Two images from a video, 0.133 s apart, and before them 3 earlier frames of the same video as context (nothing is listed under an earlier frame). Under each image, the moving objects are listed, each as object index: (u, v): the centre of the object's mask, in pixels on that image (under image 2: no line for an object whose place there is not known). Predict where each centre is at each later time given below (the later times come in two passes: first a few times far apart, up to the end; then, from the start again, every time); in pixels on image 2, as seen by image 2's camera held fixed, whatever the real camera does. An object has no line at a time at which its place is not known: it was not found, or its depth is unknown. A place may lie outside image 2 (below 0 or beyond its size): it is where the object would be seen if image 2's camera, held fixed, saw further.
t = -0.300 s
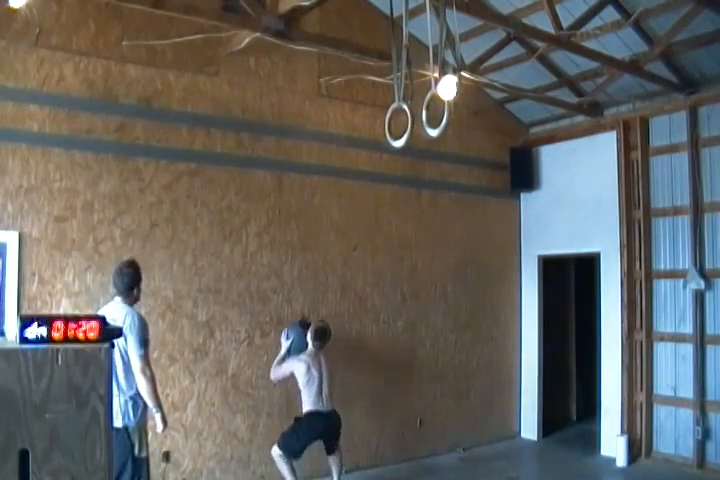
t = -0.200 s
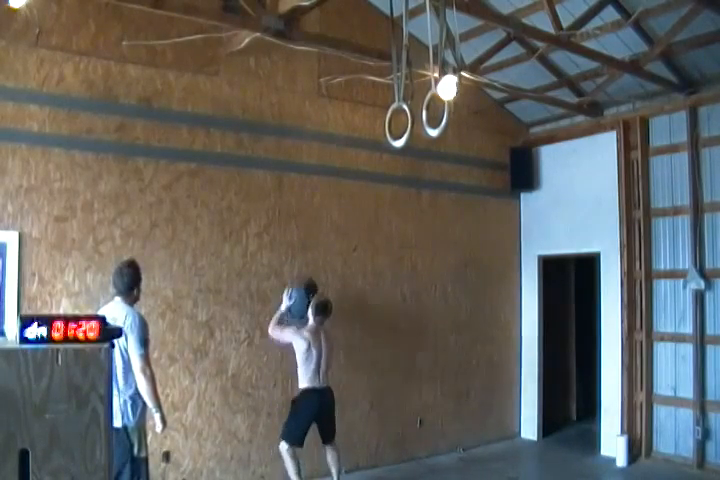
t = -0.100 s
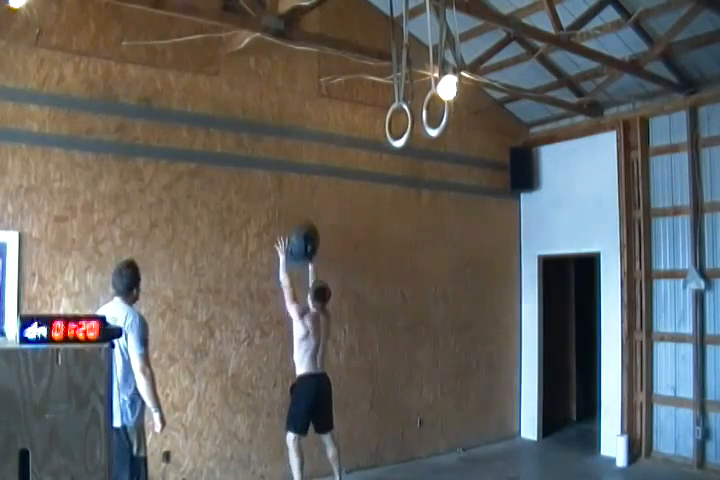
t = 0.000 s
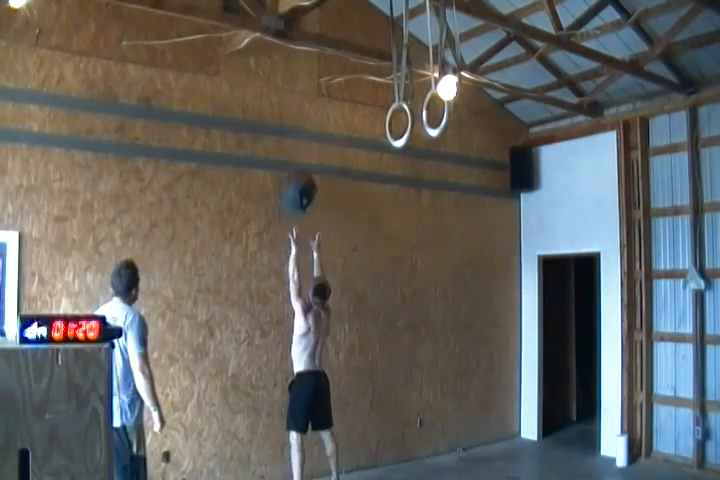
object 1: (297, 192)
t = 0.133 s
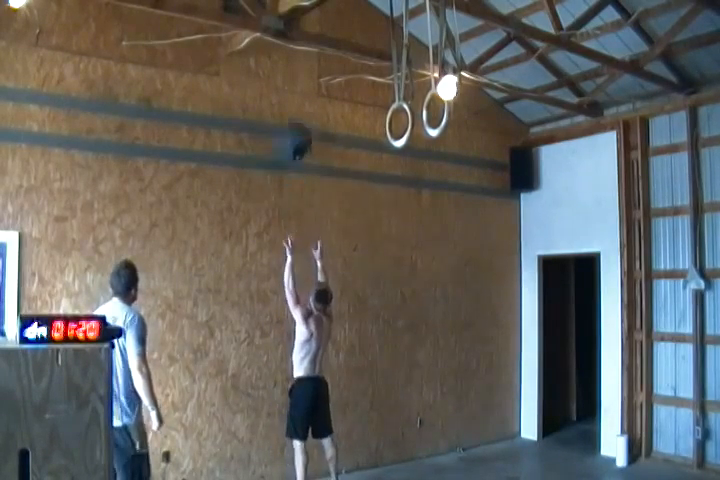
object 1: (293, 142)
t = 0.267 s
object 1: (290, 116)
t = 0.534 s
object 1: (294, 126)
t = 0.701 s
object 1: (296, 175)
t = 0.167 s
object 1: (291, 133)
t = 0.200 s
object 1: (291, 126)
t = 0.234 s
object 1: (290, 120)
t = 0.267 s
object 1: (290, 116)
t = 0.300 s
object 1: (291, 114)
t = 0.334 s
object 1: (291, 114)
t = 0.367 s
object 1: (291, 113)
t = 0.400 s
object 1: (292, 113)
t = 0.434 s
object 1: (292, 114)
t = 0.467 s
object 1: (293, 116)
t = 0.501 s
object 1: (294, 120)
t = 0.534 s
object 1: (294, 126)
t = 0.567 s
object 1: (295, 133)
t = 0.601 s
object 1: (294, 140)
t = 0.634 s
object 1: (296, 151)
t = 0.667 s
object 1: (296, 162)
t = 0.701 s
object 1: (296, 175)
